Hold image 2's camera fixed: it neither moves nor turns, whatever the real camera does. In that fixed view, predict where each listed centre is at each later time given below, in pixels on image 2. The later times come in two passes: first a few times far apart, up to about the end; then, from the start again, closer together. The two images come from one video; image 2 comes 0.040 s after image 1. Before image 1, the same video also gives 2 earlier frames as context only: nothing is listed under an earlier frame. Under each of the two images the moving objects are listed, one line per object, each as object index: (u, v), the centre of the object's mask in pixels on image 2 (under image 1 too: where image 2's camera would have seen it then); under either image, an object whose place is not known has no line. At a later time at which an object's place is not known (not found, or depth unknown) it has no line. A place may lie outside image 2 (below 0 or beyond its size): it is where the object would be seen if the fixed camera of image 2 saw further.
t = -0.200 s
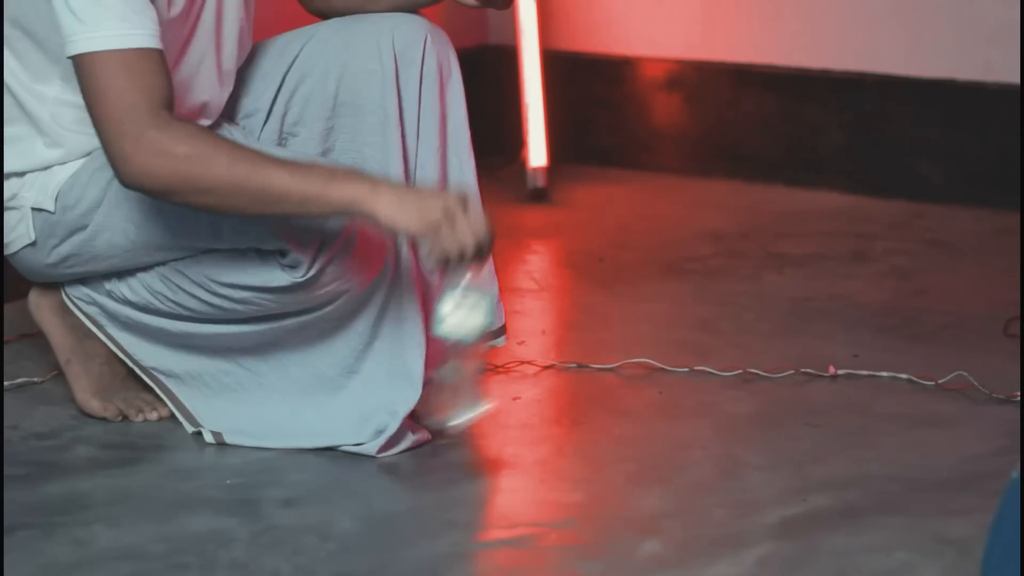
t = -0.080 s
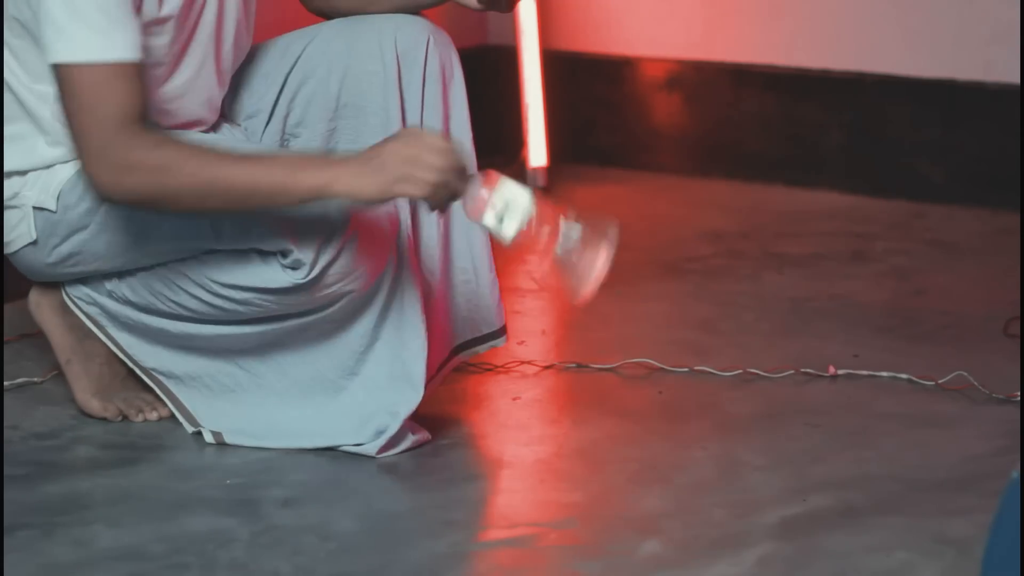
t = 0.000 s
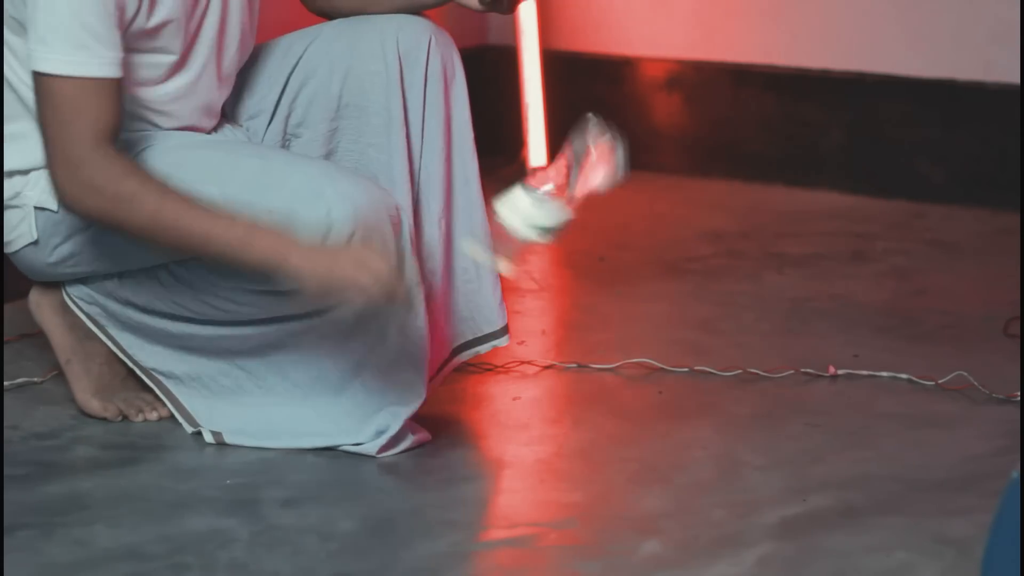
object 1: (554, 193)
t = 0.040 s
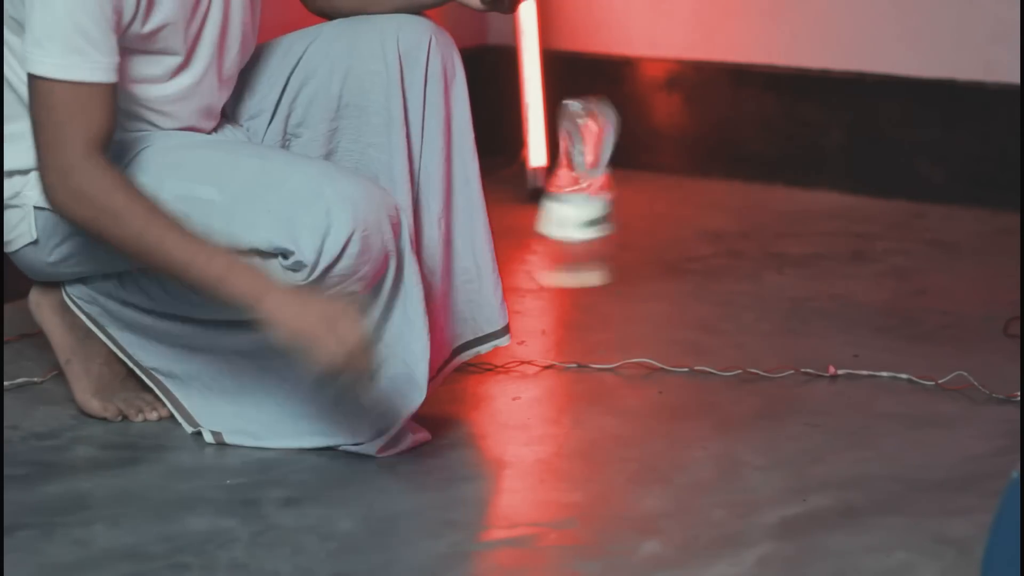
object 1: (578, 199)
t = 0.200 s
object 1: (618, 205)
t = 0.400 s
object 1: (608, 420)
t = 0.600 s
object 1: (629, 421)
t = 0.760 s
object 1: (636, 426)
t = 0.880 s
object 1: (653, 434)
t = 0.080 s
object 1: (614, 187)
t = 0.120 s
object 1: (632, 170)
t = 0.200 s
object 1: (618, 205)
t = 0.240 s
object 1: (613, 260)
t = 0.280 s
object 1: (608, 326)
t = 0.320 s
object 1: (598, 409)
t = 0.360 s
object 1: (604, 421)
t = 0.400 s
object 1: (608, 420)
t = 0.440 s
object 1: (613, 420)
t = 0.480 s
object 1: (618, 421)
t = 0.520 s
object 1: (622, 421)
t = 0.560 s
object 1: (626, 420)
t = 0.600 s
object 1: (629, 421)
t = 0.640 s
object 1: (631, 422)
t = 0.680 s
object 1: (632, 423)
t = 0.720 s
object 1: (634, 424)
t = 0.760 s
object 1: (636, 426)
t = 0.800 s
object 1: (640, 427)
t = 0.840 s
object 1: (646, 431)
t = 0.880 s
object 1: (653, 434)
